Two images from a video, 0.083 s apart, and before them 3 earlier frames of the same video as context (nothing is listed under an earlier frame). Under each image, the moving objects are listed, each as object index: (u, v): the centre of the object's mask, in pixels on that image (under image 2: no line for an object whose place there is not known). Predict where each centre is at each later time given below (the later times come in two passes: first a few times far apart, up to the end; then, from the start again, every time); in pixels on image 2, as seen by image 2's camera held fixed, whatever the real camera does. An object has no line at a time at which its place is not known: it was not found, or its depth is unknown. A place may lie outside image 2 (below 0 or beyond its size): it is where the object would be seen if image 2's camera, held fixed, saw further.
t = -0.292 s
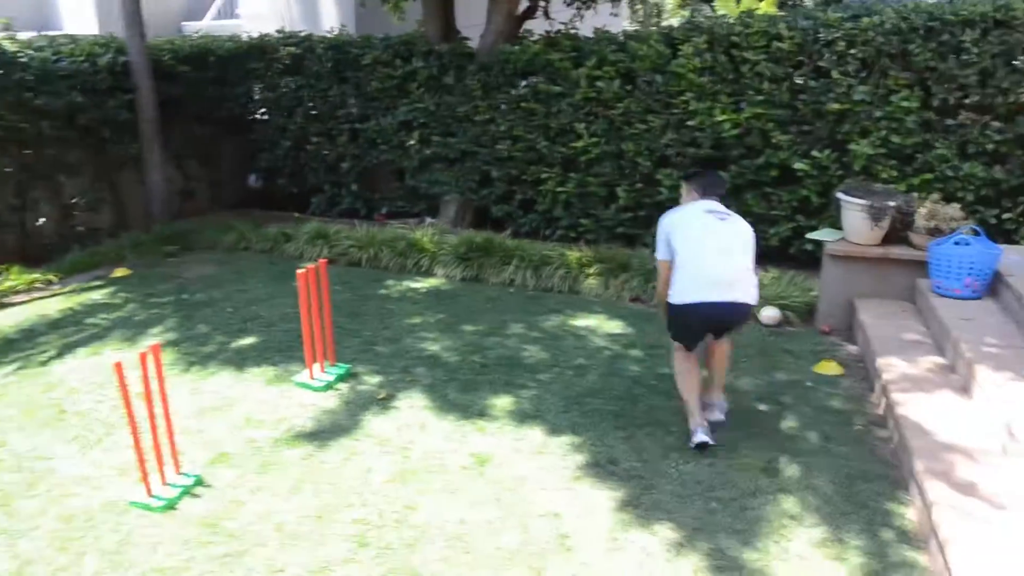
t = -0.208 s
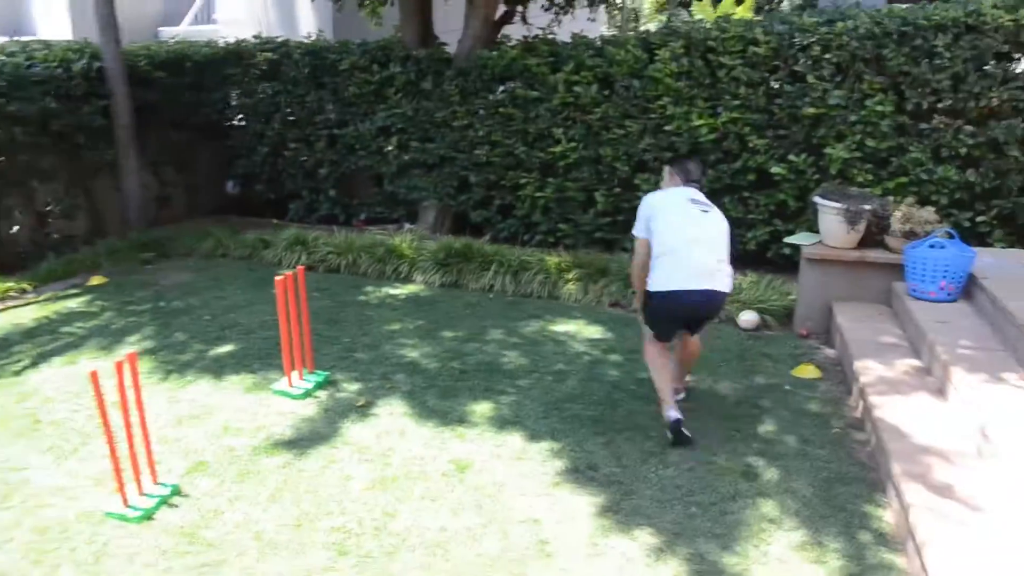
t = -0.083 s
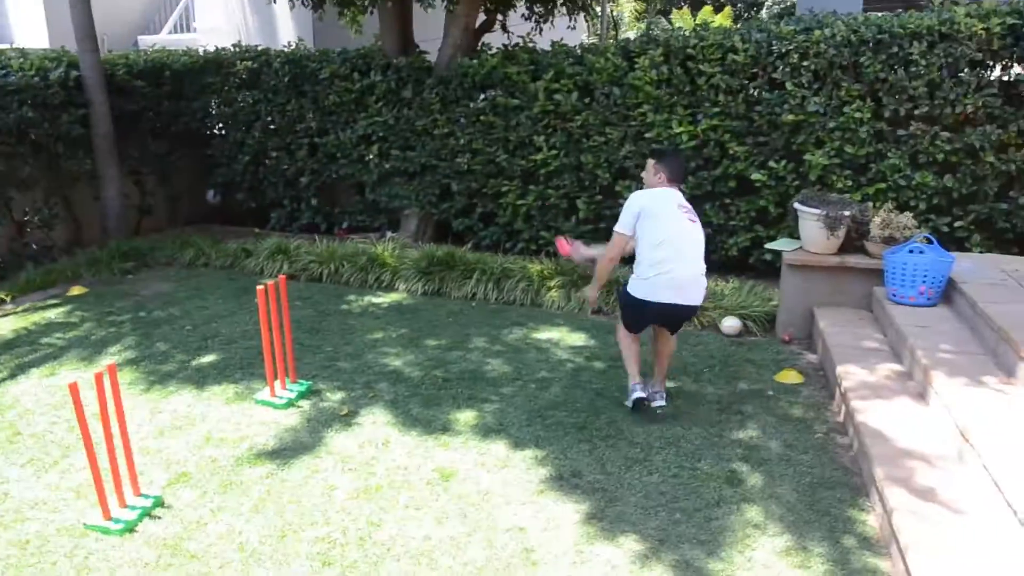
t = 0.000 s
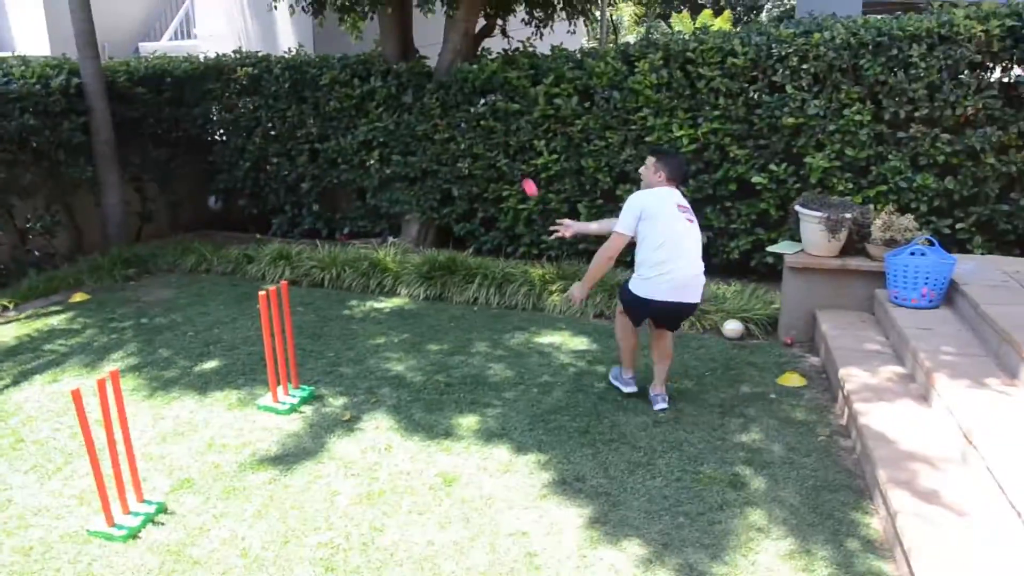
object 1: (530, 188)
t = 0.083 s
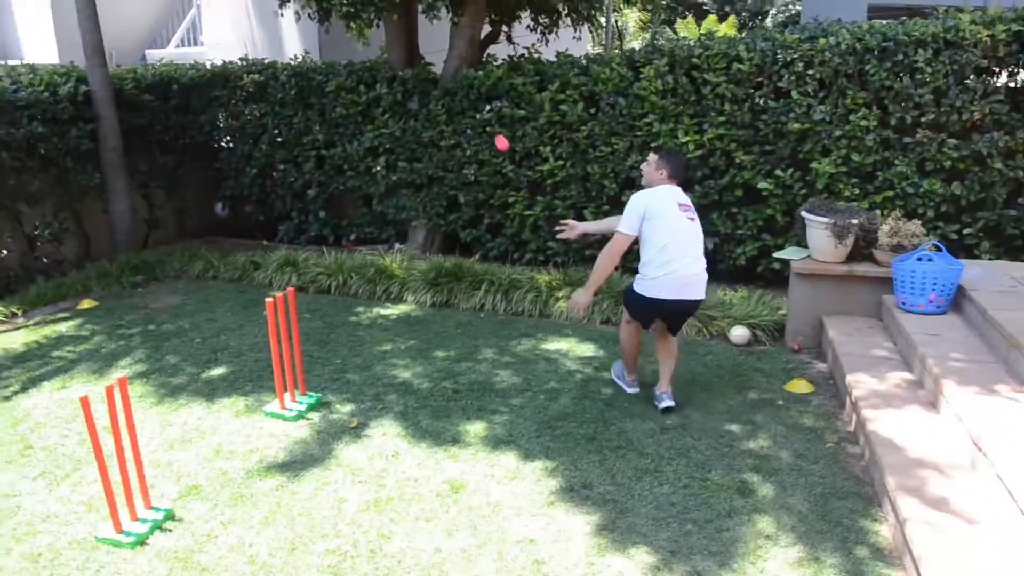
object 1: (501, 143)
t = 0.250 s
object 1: (434, 77)
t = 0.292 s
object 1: (419, 69)
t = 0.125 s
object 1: (484, 121)
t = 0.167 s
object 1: (467, 104)
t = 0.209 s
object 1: (450, 89)
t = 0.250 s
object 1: (434, 77)
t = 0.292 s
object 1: (419, 69)
